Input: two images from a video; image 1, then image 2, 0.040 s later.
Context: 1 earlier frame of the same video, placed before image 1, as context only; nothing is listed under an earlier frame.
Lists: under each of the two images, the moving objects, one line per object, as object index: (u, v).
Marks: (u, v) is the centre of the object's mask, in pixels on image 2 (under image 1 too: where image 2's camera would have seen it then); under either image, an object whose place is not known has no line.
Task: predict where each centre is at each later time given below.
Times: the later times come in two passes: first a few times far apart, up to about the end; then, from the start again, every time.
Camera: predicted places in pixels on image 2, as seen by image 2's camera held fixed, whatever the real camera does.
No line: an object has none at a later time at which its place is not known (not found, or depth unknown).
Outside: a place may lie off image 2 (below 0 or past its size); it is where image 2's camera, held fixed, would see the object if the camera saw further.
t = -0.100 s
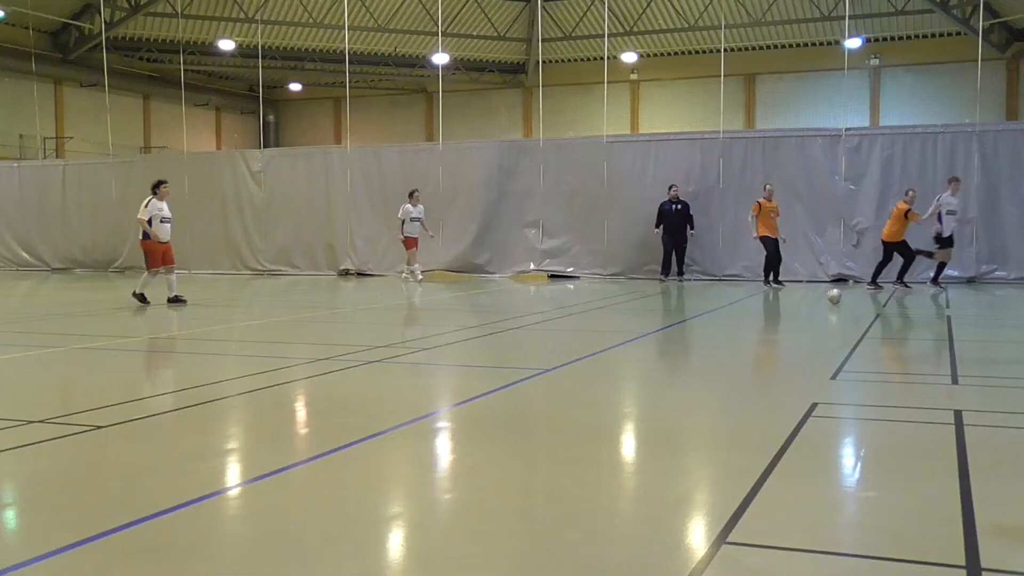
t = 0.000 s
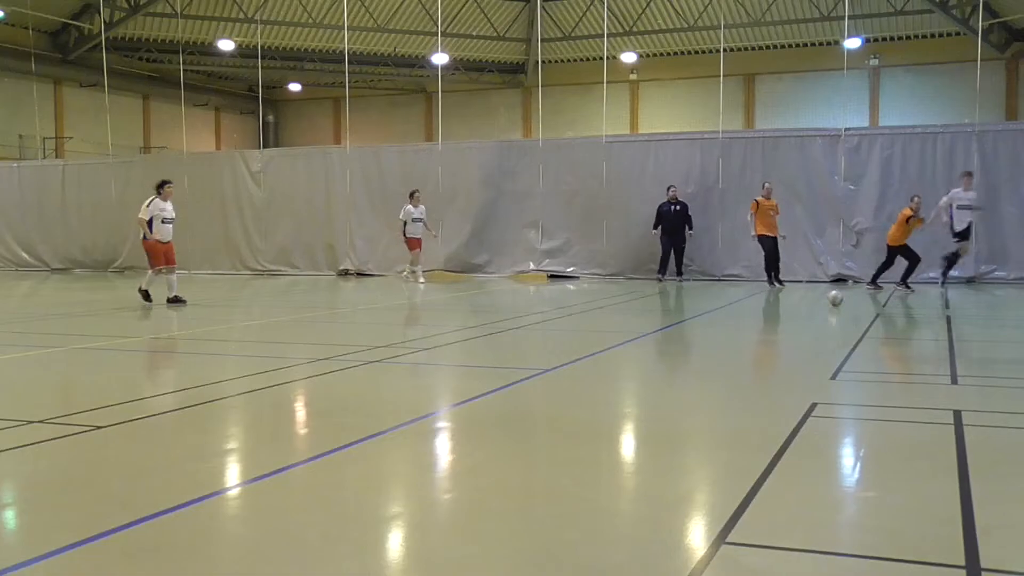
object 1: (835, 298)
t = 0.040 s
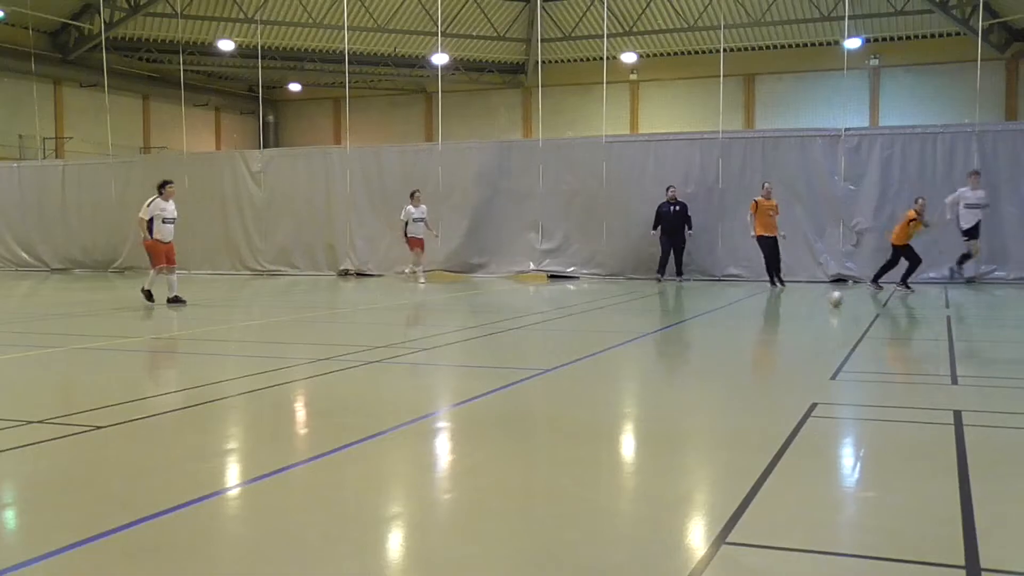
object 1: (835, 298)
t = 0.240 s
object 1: (841, 305)
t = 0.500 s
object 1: (846, 314)
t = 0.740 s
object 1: (851, 322)
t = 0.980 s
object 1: (848, 335)
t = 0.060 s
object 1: (834, 299)
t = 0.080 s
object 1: (837, 301)
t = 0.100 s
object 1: (837, 301)
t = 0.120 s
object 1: (837, 301)
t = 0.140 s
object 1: (838, 301)
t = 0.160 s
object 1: (839, 302)
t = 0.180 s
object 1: (839, 303)
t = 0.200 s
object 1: (839, 305)
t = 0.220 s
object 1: (839, 305)
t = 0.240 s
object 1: (841, 305)
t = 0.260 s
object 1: (841, 306)
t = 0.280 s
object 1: (841, 306)
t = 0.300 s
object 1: (842, 308)
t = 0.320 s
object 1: (841, 308)
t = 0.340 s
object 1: (842, 309)
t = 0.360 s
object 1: (842, 309)
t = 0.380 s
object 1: (843, 310)
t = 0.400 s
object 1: (843, 311)
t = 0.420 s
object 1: (844, 312)
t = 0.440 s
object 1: (844, 312)
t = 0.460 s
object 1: (846, 312)
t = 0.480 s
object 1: (846, 314)
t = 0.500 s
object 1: (846, 314)
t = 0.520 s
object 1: (847, 314)
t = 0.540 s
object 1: (847, 315)
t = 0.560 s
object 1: (848, 315)
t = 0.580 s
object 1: (848, 316)
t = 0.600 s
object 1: (849, 318)
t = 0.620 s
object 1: (849, 319)
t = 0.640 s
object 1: (848, 319)
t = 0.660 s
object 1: (849, 319)
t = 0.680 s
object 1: (849, 319)
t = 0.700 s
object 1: (851, 321)
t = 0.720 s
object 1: (851, 323)
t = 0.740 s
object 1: (851, 322)
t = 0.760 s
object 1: (851, 323)
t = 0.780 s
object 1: (853, 323)
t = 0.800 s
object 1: (852, 323)
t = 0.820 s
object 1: (853, 326)
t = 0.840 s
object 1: (852, 326)
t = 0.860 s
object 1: (851, 326)
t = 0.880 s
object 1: (851, 326)
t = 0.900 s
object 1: (851, 327)
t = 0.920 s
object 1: (849, 330)
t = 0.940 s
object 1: (848, 332)
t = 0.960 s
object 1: (849, 333)
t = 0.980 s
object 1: (848, 335)
